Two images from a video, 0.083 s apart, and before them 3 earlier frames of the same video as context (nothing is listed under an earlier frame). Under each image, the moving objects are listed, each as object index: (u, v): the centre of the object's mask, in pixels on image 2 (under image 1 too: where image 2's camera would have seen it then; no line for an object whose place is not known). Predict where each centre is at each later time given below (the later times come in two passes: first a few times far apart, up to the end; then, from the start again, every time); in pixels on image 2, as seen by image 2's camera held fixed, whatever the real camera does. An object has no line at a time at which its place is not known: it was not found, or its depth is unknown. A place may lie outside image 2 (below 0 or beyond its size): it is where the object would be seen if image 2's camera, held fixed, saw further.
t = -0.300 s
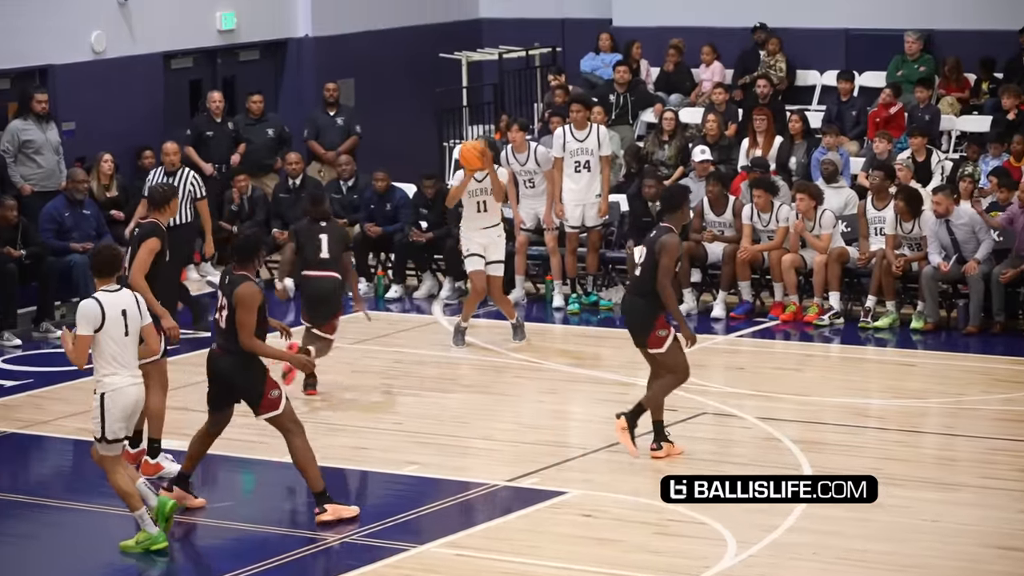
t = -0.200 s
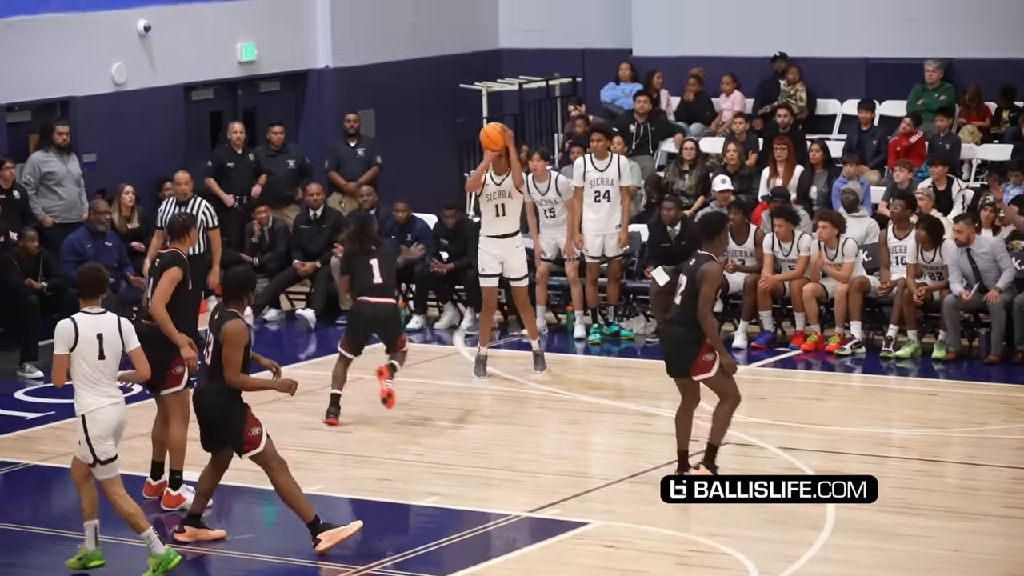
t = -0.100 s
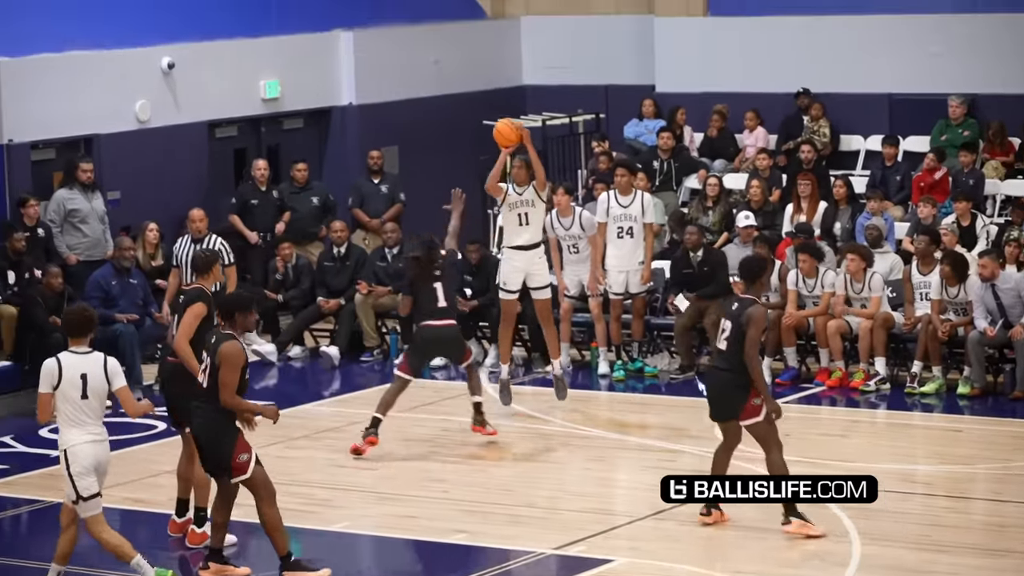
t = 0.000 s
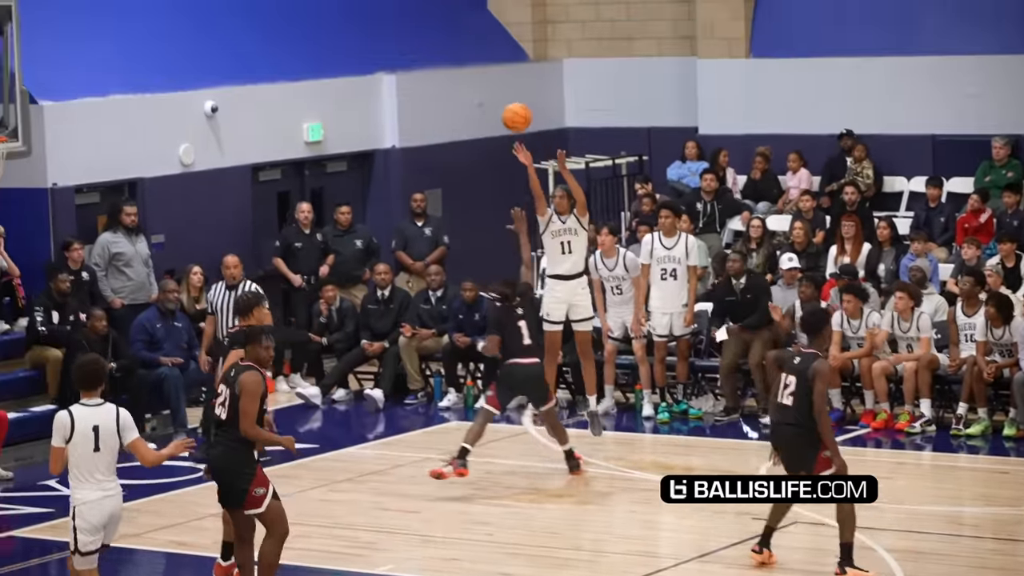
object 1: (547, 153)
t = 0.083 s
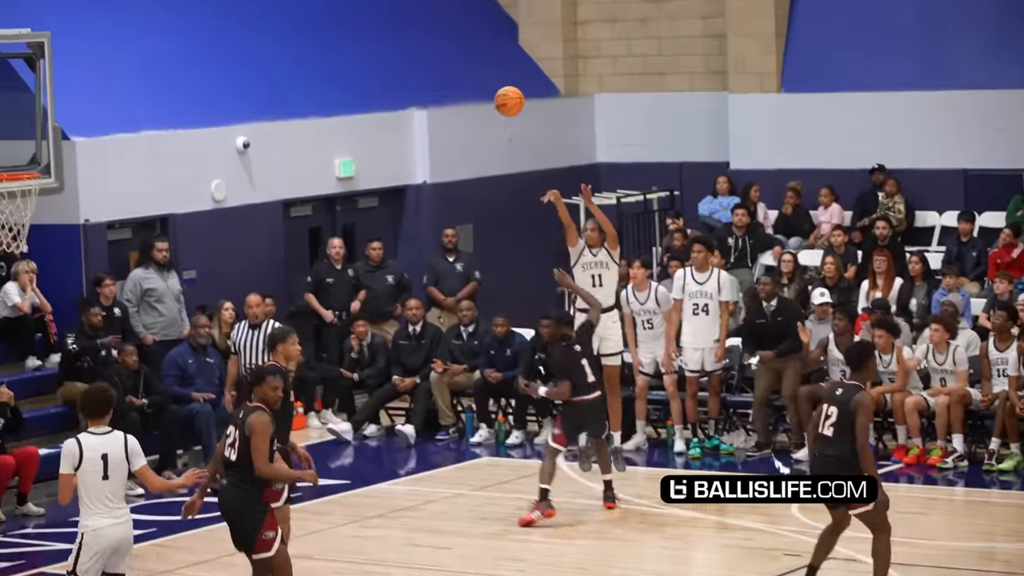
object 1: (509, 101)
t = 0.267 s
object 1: (425, 16)
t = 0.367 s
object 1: (378, -14)
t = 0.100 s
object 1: (501, 92)
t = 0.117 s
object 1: (493, 83)
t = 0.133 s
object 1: (485, 73)
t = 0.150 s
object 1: (477, 65)
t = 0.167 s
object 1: (469, 56)
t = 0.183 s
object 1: (462, 49)
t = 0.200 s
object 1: (455, 42)
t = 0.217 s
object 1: (448, 35)
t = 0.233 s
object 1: (440, 28)
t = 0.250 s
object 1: (432, 22)
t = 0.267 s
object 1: (425, 16)
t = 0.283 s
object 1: (417, 10)
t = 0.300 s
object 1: (409, 5)
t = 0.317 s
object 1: (402, 0)
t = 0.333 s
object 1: (394, -5)
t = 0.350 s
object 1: (386, -10)
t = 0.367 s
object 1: (378, -14)
